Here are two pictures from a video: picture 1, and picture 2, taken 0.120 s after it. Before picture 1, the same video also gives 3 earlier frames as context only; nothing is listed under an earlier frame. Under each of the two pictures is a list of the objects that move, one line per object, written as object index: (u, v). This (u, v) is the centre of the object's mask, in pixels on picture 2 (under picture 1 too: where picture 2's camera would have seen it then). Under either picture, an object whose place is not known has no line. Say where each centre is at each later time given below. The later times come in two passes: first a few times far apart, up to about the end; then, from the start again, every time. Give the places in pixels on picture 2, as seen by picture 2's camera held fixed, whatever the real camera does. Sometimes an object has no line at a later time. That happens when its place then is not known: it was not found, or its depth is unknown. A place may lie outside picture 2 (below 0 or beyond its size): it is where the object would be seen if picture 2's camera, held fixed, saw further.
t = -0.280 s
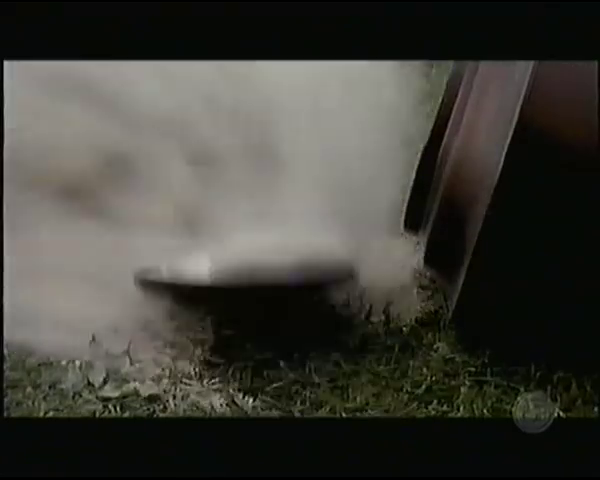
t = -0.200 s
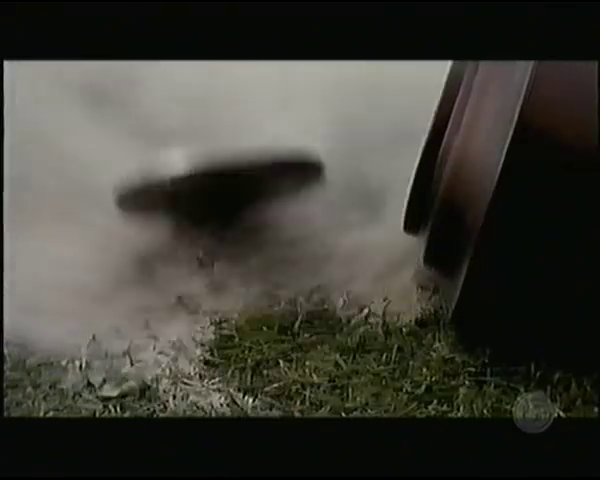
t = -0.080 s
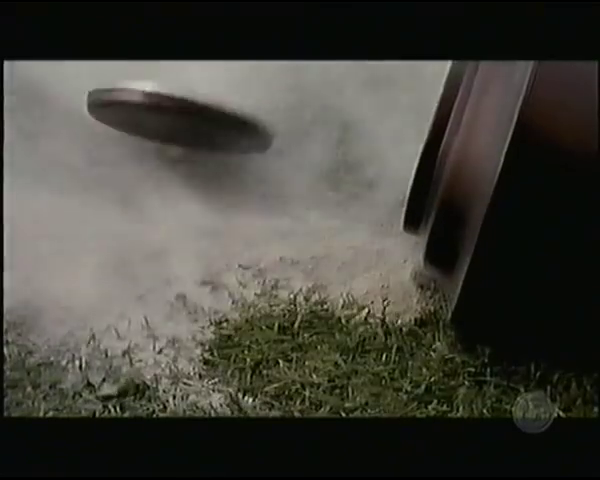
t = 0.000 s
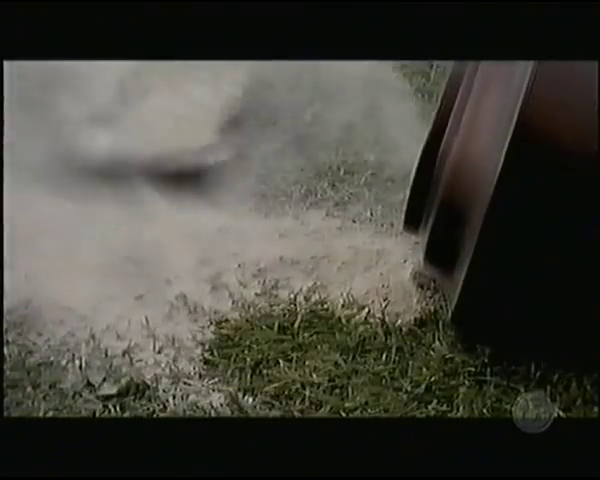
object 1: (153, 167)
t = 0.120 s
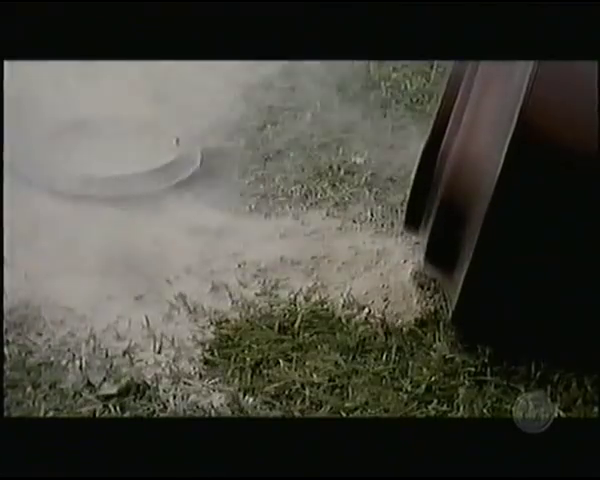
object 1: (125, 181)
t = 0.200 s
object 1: (114, 178)
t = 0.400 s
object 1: (107, 176)
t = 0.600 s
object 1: (109, 176)
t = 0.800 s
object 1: (110, 176)
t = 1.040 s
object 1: (111, 175)
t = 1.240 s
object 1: (105, 176)
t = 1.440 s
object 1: (107, 176)
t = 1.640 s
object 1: (107, 176)
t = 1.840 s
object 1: (109, 176)
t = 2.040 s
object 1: (108, 176)
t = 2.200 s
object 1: (108, 176)
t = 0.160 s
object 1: (119, 180)
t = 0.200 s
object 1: (114, 178)
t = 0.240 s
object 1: (112, 178)
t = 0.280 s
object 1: (107, 176)
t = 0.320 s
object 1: (107, 177)
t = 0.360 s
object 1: (107, 176)
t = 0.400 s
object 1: (107, 176)
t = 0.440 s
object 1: (108, 176)
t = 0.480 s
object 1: (109, 176)
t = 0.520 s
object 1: (109, 176)
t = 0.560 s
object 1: (109, 176)
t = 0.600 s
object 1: (109, 176)
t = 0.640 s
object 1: (108, 176)
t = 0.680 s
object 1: (108, 176)
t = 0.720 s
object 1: (109, 176)
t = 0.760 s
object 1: (109, 176)
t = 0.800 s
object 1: (110, 176)
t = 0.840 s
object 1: (109, 176)
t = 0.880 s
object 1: (110, 176)
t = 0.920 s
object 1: (109, 176)
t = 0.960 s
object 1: (109, 176)
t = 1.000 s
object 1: (109, 176)
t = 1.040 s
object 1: (111, 175)
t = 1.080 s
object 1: (109, 176)
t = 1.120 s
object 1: (108, 176)
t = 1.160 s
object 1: (108, 176)
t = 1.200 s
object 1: (106, 176)
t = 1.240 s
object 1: (105, 176)
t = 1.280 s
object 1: (107, 176)
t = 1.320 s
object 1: (107, 176)
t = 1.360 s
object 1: (107, 176)
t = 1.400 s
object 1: (107, 176)
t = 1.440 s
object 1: (107, 176)
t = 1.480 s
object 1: (108, 176)
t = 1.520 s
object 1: (109, 176)
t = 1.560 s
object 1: (109, 176)
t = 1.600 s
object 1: (108, 176)
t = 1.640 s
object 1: (107, 176)
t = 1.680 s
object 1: (107, 176)
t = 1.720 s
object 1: (107, 176)
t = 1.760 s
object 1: (108, 176)
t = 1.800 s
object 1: (110, 176)
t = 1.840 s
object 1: (109, 176)
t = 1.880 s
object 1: (110, 176)
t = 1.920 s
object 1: (107, 176)
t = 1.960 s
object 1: (107, 176)
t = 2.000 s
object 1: (108, 176)
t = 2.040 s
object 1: (108, 176)
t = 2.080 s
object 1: (107, 176)
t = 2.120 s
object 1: (107, 176)
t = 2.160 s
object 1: (107, 176)
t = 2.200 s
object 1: (108, 176)
